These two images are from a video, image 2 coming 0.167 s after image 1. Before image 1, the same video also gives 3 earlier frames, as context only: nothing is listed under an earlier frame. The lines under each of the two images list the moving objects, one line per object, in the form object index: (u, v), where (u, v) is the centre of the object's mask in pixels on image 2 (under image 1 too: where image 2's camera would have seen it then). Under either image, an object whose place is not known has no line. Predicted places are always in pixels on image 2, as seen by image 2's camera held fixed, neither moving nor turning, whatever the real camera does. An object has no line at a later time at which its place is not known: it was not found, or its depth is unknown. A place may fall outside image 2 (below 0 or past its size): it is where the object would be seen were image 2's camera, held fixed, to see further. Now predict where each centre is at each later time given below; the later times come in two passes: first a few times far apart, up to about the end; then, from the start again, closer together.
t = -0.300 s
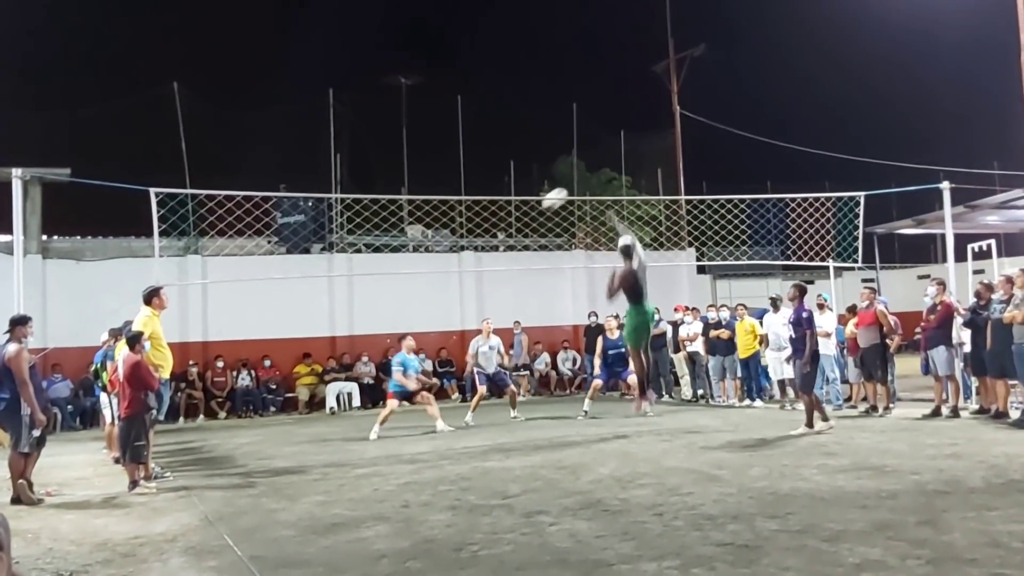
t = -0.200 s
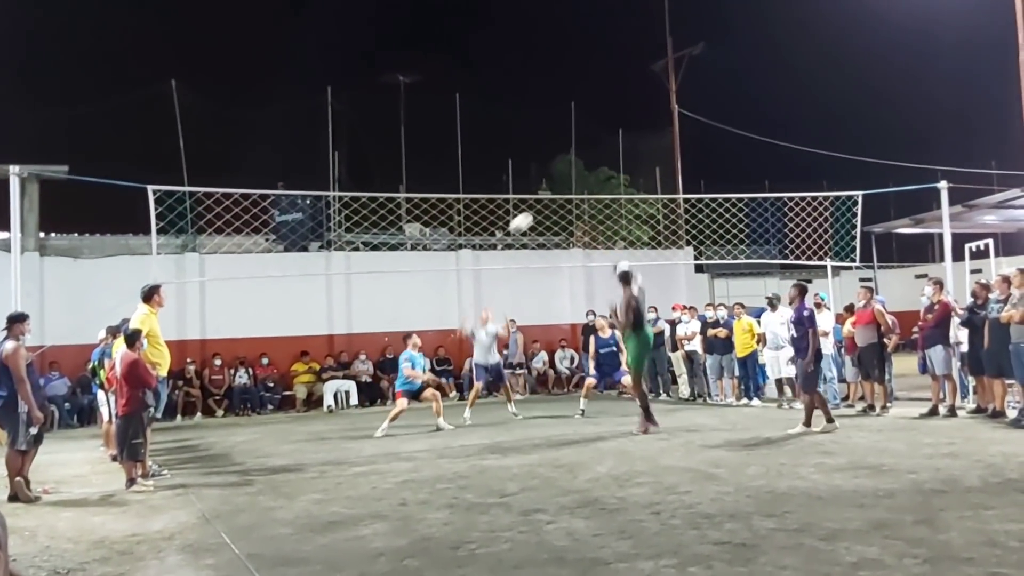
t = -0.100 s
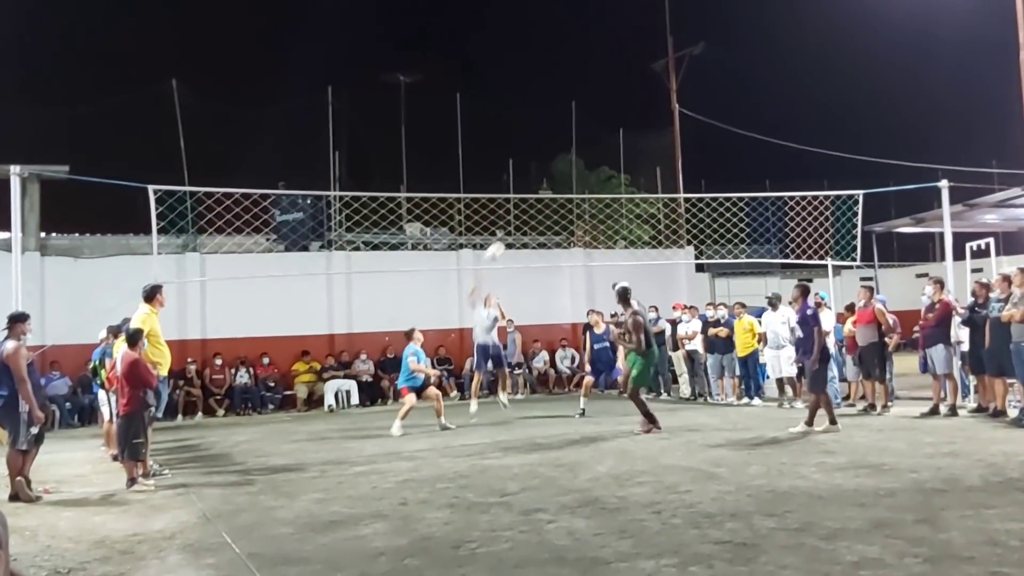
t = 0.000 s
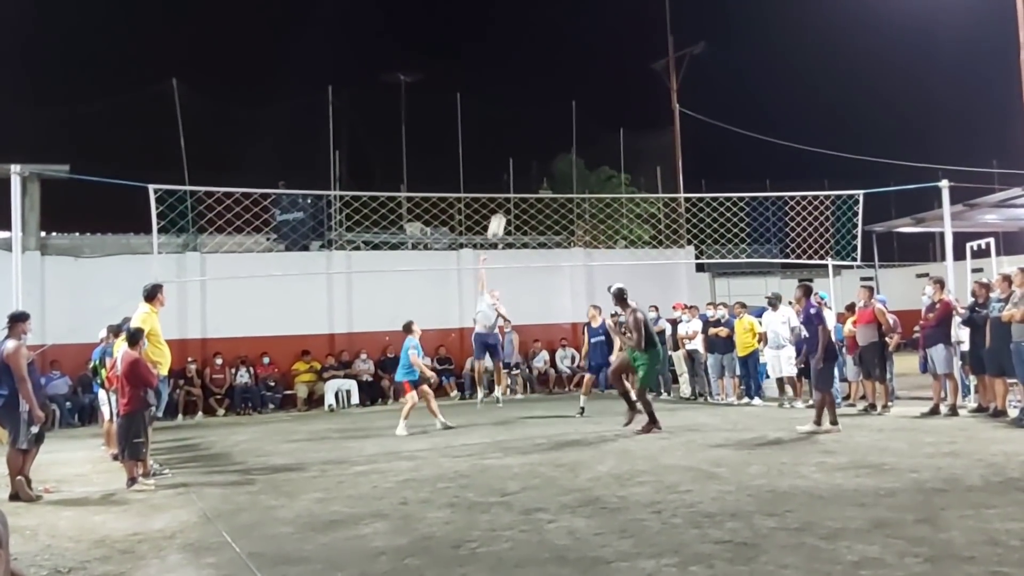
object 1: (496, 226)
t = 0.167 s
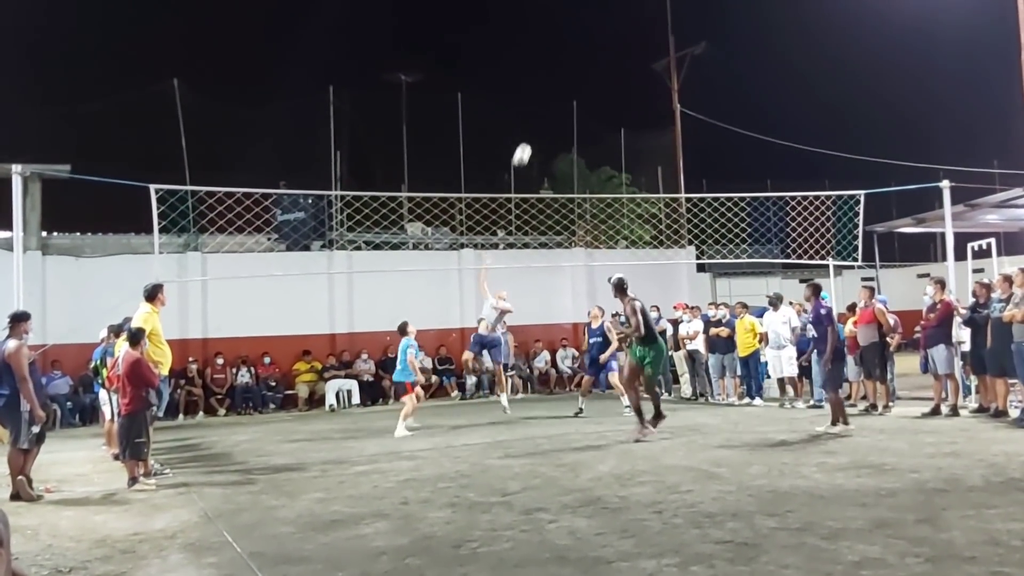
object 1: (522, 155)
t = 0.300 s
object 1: (542, 111)
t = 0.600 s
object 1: (586, 54)
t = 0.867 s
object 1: (624, 52)
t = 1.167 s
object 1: (673, 106)
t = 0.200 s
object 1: (527, 143)
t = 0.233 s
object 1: (532, 132)
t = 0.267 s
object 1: (537, 121)
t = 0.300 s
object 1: (542, 111)
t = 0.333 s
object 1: (547, 102)
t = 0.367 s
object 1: (552, 94)
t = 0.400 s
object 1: (557, 85)
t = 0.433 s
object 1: (562, 78)
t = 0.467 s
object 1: (567, 72)
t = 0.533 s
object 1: (576, 62)
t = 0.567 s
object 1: (581, 58)
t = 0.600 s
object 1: (586, 54)
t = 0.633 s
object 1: (591, 52)
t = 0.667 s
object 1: (595, 50)
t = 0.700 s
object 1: (600, 48)
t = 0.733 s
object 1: (605, 48)
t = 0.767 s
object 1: (610, 48)
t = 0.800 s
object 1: (614, 49)
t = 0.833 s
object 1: (619, 50)
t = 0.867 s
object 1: (624, 52)
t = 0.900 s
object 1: (629, 56)
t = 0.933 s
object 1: (634, 60)
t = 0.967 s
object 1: (640, 65)
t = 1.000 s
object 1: (645, 70)
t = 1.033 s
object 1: (650, 76)
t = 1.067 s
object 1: (656, 83)
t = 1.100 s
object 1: (662, 90)
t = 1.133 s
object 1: (667, 98)
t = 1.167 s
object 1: (673, 106)
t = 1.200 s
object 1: (678, 116)
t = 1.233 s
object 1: (684, 126)
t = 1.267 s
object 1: (690, 136)
